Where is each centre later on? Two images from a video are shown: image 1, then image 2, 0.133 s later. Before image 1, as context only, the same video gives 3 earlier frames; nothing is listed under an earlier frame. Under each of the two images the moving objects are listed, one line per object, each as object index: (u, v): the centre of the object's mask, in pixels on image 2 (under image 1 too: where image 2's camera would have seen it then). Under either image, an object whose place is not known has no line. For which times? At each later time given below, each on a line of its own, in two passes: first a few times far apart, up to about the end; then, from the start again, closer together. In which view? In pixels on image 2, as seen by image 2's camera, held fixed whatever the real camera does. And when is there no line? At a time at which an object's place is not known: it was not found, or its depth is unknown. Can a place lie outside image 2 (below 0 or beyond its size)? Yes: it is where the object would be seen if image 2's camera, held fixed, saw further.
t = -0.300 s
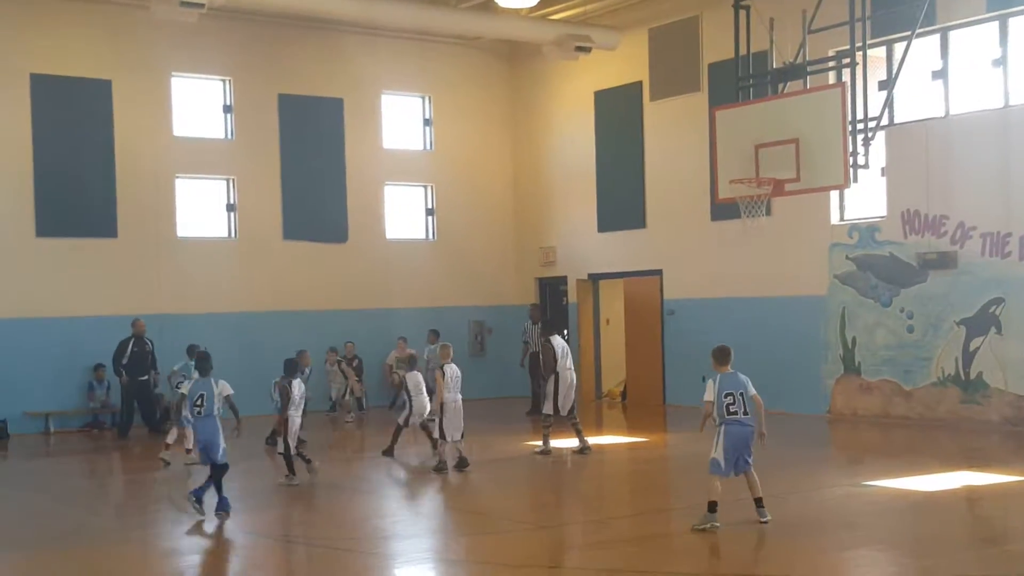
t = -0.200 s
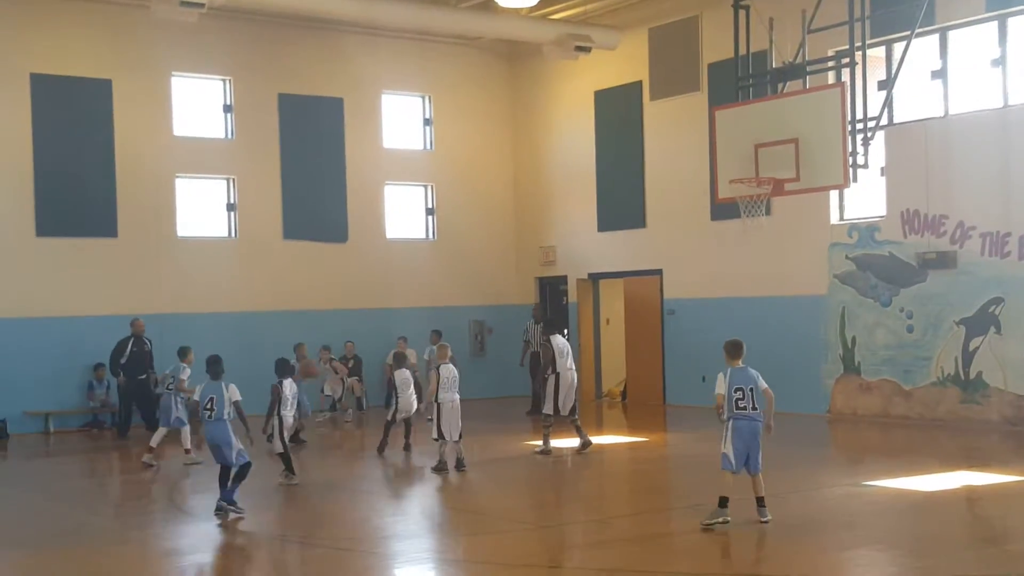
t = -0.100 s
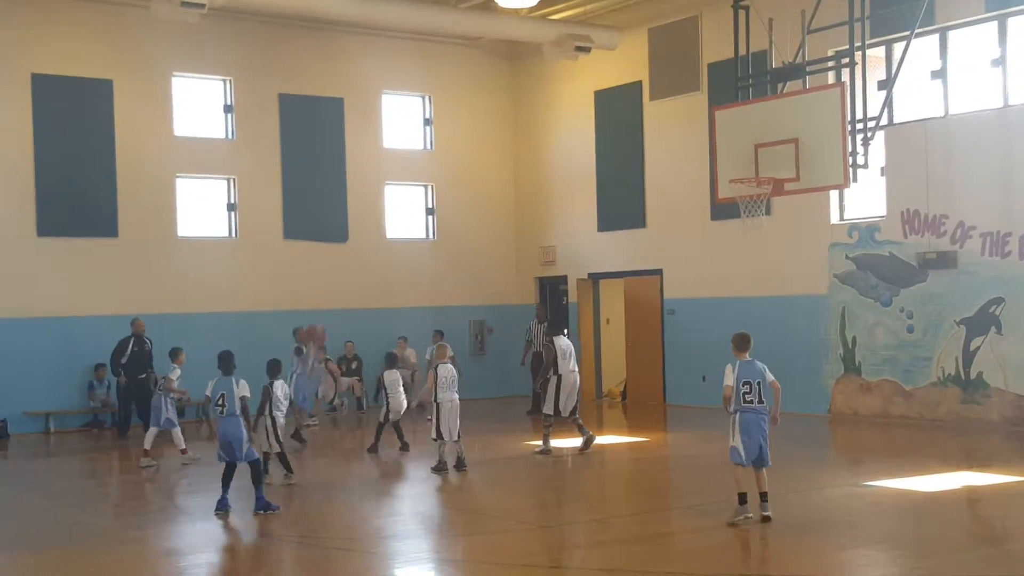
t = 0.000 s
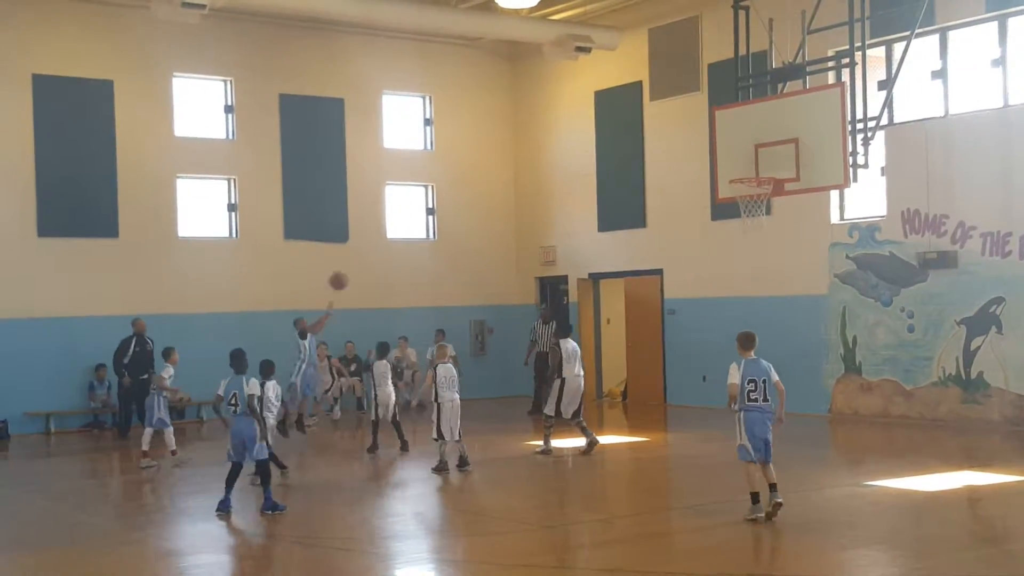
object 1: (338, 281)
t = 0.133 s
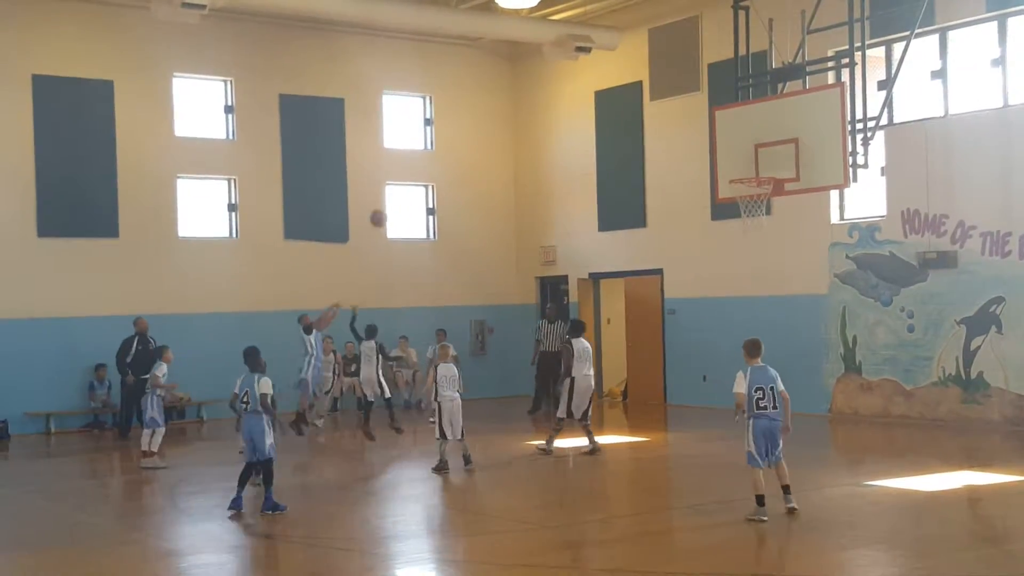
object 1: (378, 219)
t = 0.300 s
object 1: (432, 158)
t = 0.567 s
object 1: (521, 102)
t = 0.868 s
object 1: (634, 110)
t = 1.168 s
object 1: (728, 155)
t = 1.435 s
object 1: (738, 127)
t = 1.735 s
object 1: (751, 176)
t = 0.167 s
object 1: (388, 204)
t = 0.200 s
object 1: (400, 191)
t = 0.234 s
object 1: (410, 178)
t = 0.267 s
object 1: (421, 168)
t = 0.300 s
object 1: (432, 158)
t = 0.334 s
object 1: (443, 148)
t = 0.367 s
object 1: (454, 139)
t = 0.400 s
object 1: (465, 130)
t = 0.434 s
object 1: (475, 123)
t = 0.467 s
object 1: (487, 116)
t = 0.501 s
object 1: (498, 111)
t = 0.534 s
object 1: (510, 106)
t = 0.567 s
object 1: (521, 102)
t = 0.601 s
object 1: (533, 99)
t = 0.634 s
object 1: (545, 97)
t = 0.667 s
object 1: (558, 96)
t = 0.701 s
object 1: (570, 96)
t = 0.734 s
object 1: (583, 97)
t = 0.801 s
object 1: (609, 101)
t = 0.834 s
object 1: (622, 105)
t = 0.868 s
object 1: (634, 110)
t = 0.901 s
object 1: (648, 116)
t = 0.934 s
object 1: (661, 123)
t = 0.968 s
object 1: (674, 131)
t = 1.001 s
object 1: (688, 140)
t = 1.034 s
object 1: (701, 150)
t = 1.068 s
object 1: (714, 160)
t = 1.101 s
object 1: (727, 171)
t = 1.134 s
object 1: (728, 163)
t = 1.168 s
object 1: (728, 155)
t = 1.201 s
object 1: (730, 148)
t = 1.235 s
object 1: (731, 141)
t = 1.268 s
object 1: (732, 136)
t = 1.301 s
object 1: (733, 132)
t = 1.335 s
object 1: (734, 129)
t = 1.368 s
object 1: (736, 128)
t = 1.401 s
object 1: (737, 127)
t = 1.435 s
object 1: (738, 127)
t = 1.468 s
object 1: (740, 128)
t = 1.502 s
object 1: (741, 130)
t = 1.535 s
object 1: (743, 133)
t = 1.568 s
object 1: (744, 138)
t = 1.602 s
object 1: (745, 143)
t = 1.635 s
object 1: (747, 150)
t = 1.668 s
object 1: (748, 158)
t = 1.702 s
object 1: (750, 167)
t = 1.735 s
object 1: (751, 176)
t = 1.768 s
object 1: (753, 188)
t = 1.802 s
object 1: (755, 201)
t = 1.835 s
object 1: (758, 214)
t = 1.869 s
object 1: (759, 229)
